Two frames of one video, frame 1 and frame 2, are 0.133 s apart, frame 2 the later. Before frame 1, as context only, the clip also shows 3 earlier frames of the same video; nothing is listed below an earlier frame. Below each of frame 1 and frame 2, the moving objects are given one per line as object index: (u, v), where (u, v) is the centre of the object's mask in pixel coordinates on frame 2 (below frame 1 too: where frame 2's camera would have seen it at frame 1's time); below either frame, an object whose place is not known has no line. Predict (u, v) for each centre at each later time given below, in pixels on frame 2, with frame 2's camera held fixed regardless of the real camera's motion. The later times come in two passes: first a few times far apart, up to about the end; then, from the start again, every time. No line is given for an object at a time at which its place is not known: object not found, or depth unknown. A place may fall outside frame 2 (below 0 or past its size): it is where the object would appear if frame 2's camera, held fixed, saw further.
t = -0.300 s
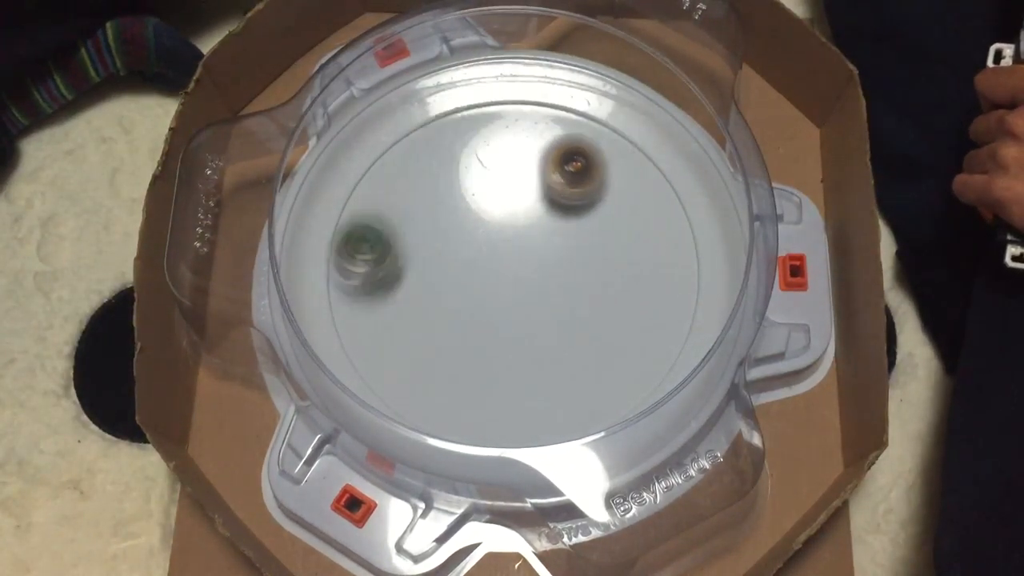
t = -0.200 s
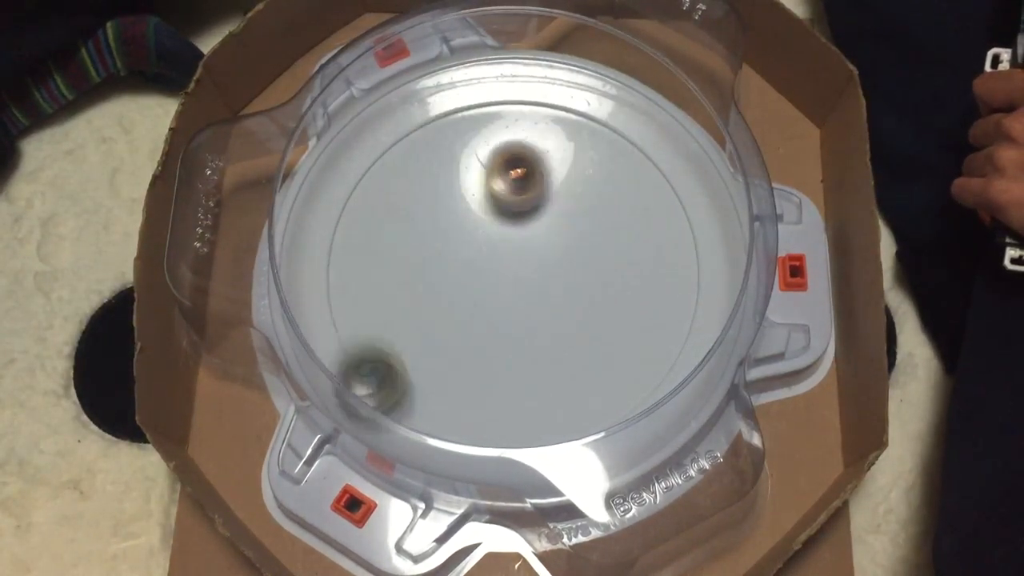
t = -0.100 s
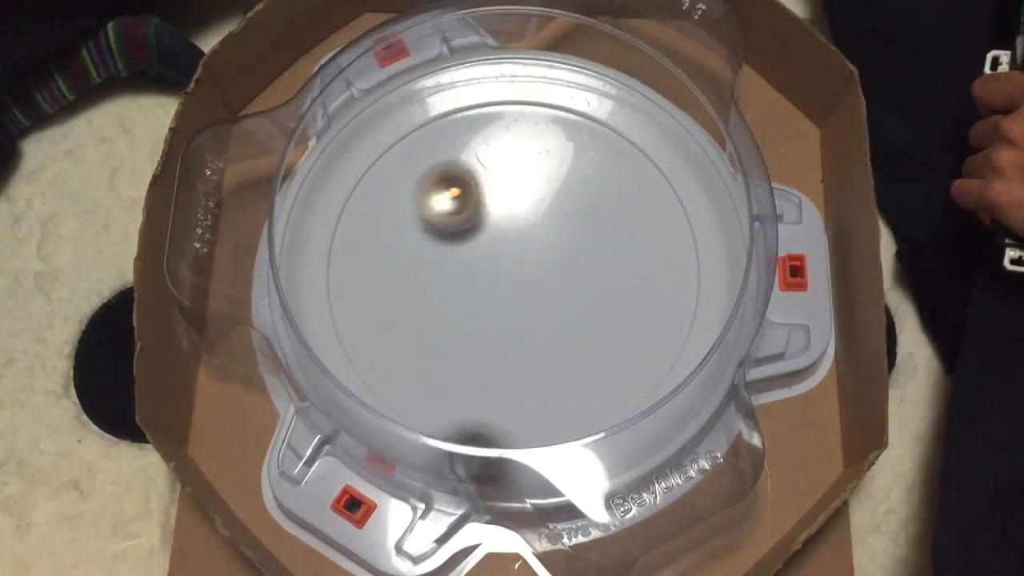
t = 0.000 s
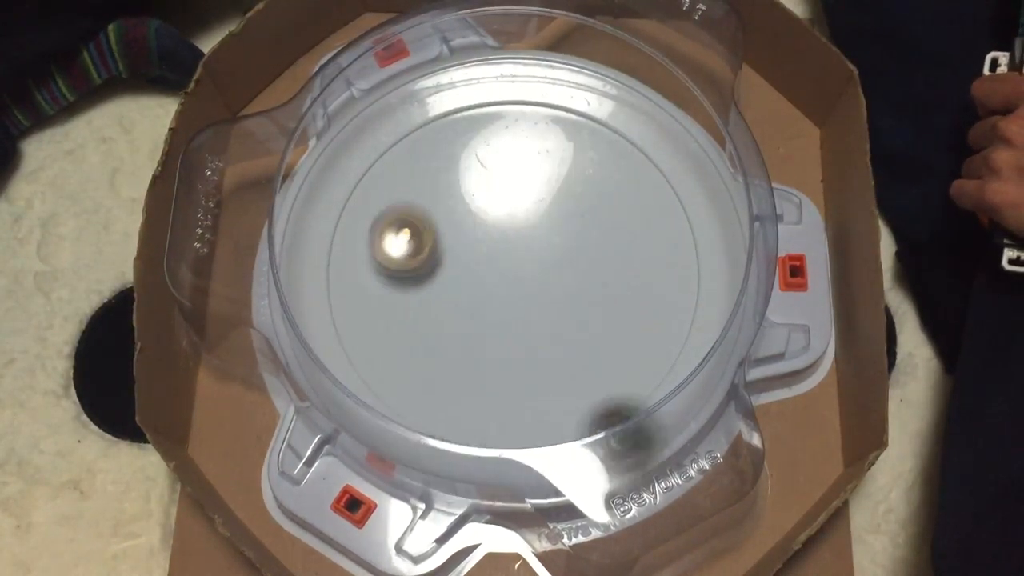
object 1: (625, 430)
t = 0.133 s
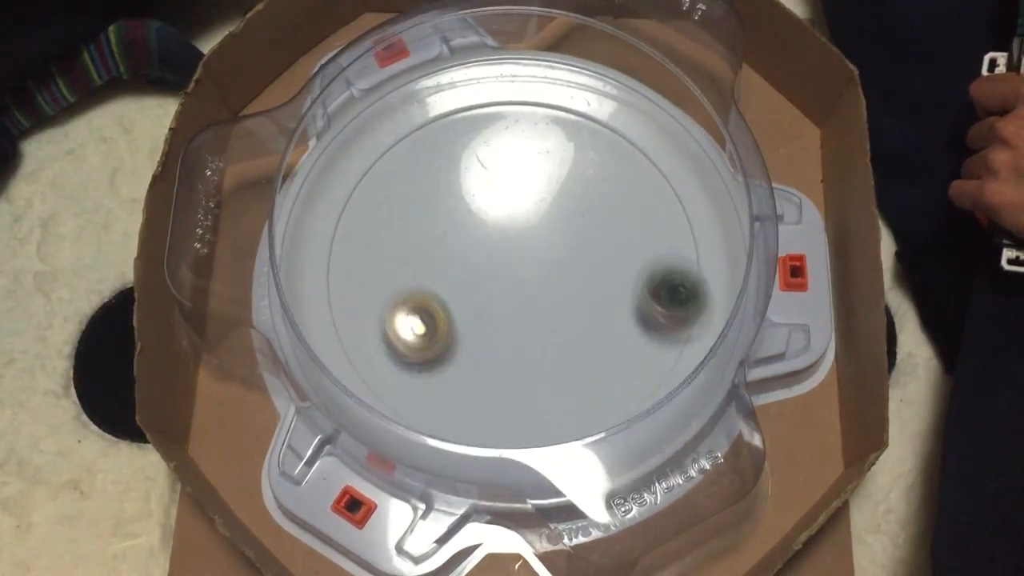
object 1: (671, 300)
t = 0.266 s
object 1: (569, 123)
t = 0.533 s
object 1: (282, 255)
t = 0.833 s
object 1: (232, 279)
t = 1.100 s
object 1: (236, 234)
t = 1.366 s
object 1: (253, 157)
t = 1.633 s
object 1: (272, 118)
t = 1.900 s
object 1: (260, 129)
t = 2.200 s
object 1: (262, 157)
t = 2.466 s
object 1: (252, 164)
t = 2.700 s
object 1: (257, 165)
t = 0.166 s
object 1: (651, 258)
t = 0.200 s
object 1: (628, 212)
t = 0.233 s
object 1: (600, 164)
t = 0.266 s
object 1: (569, 123)
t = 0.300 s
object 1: (532, 92)
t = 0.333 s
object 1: (488, 73)
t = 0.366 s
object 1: (447, 82)
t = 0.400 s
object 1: (411, 111)
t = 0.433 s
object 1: (375, 145)
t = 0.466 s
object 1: (339, 176)
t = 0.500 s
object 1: (306, 215)
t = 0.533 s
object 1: (282, 255)
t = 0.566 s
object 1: (268, 303)
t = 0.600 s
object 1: (256, 315)
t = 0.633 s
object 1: (239, 302)
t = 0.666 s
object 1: (228, 298)
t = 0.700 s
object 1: (232, 301)
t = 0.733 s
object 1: (222, 294)
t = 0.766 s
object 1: (233, 288)
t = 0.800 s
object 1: (226, 284)
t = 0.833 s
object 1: (232, 279)
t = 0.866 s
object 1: (229, 273)
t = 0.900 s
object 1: (231, 270)
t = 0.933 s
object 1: (232, 266)
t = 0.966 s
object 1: (228, 264)
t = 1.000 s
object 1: (232, 258)
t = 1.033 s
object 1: (236, 250)
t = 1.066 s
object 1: (236, 242)
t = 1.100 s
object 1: (236, 234)
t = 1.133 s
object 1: (239, 227)
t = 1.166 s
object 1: (242, 215)
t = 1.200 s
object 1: (243, 204)
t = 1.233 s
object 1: (246, 194)
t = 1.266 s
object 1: (247, 186)
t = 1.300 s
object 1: (246, 171)
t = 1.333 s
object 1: (248, 163)
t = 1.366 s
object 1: (253, 157)
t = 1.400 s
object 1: (261, 155)
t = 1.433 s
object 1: (265, 151)
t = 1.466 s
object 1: (273, 143)
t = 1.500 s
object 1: (276, 135)
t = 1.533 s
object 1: (274, 128)
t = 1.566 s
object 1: (272, 125)
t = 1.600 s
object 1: (273, 121)
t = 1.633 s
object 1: (272, 118)
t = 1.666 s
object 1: (273, 115)
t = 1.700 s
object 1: (273, 112)
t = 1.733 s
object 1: (272, 112)
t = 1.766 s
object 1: (269, 116)
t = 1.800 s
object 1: (266, 120)
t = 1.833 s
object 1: (265, 124)
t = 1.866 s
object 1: (261, 127)
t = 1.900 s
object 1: (260, 129)
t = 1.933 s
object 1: (258, 131)
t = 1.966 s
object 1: (256, 137)
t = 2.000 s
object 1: (257, 141)
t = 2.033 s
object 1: (258, 146)
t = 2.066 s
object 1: (259, 150)
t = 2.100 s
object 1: (267, 153)
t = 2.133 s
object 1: (268, 154)
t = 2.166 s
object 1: (270, 161)
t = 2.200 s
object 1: (262, 157)
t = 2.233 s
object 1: (257, 158)
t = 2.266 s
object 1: (251, 161)
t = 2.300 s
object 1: (252, 164)
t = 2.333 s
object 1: (258, 169)
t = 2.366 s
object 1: (261, 170)
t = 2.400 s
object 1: (263, 170)
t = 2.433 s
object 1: (259, 169)
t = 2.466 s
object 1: (252, 164)
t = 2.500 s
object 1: (249, 164)
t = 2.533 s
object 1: (251, 164)
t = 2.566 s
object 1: (252, 163)
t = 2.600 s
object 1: (255, 165)
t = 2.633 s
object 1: (256, 165)
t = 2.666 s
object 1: (256, 165)
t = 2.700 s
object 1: (257, 165)
